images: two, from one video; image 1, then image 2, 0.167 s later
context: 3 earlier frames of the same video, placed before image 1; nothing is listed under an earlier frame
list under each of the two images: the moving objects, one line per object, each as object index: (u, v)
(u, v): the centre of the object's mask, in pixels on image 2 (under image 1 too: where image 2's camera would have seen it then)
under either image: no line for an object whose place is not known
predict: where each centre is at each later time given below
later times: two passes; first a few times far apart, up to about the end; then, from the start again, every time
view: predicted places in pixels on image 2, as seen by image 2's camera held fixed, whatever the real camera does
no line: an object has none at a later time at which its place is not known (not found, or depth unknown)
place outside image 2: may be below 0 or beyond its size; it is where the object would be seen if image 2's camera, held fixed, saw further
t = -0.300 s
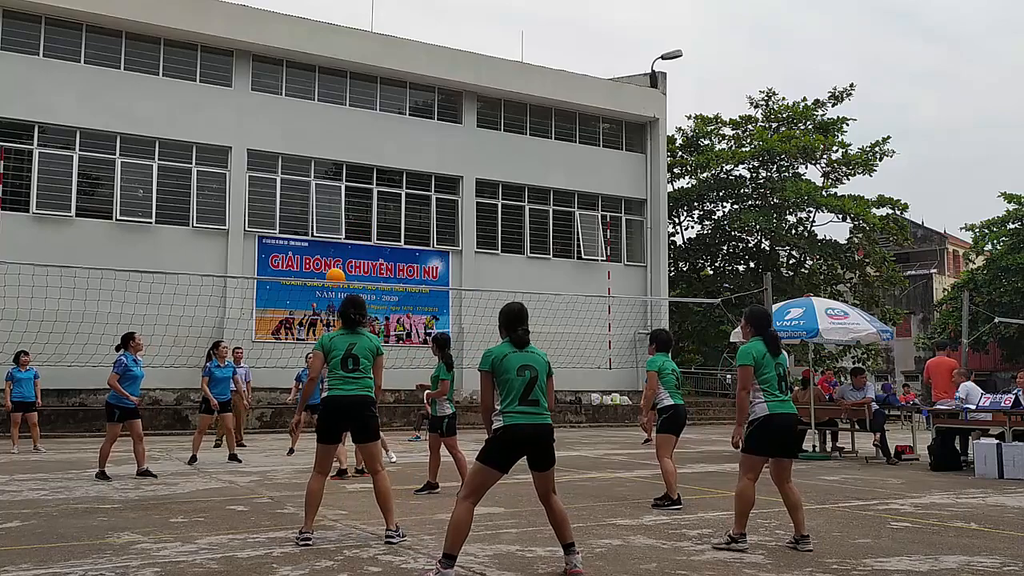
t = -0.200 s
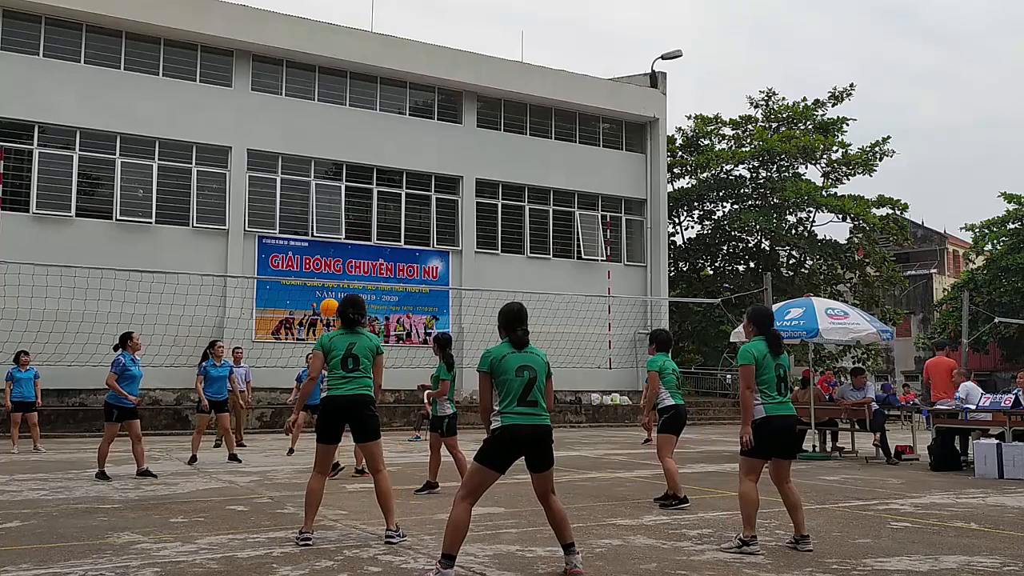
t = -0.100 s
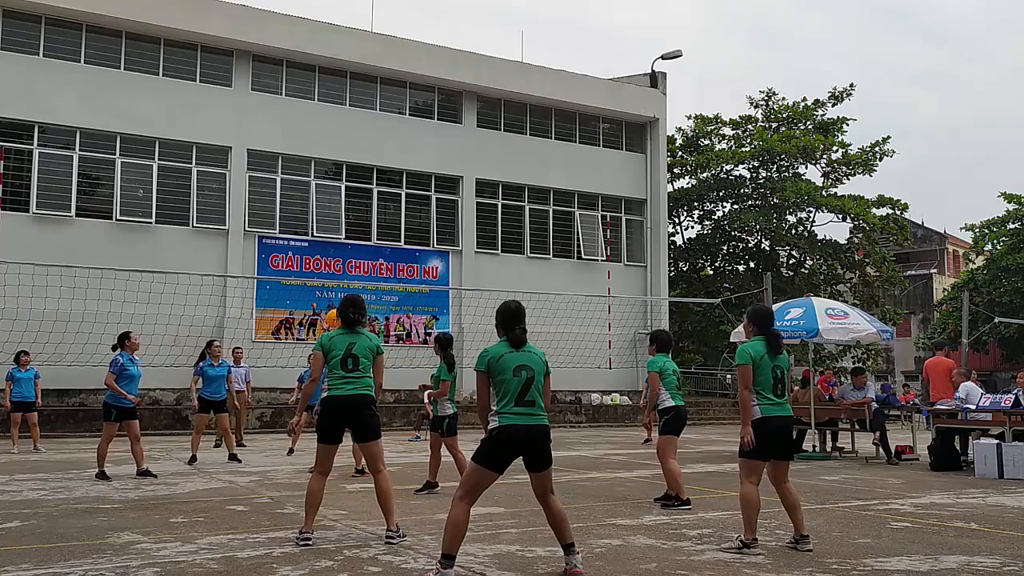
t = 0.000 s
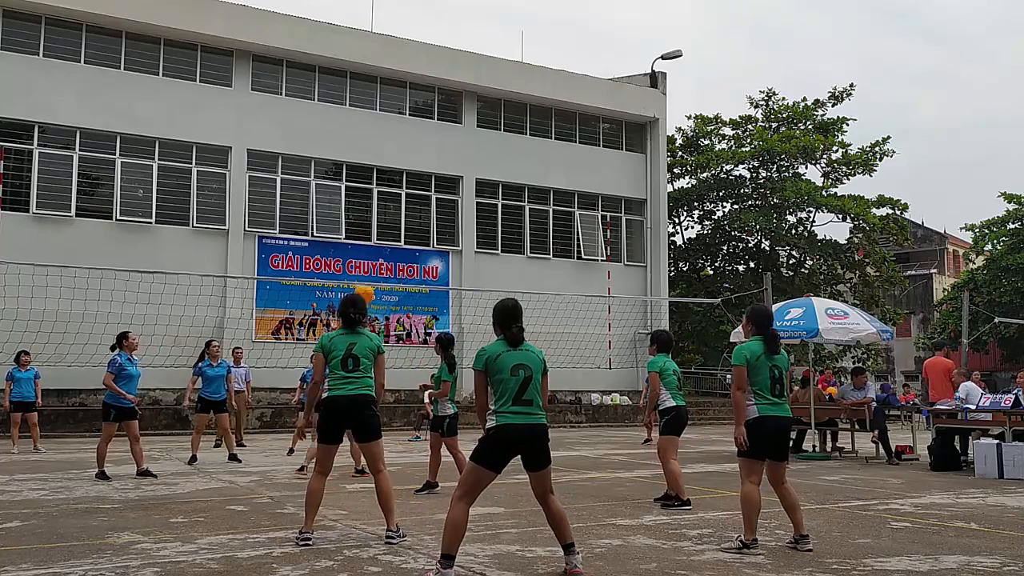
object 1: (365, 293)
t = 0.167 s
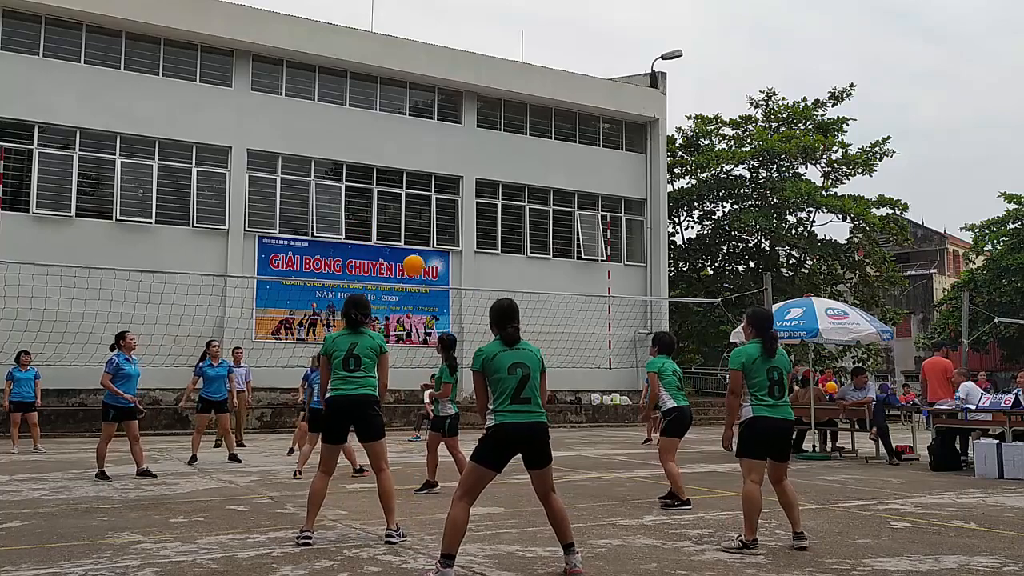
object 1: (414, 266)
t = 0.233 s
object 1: (435, 260)
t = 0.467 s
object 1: (518, 274)
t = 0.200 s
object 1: (424, 262)
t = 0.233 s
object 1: (435, 260)
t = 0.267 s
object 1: (446, 259)
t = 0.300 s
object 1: (457, 259)
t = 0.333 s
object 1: (468, 260)
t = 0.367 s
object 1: (480, 262)
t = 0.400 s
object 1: (492, 265)
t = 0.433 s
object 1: (505, 269)
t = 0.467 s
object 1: (518, 274)
